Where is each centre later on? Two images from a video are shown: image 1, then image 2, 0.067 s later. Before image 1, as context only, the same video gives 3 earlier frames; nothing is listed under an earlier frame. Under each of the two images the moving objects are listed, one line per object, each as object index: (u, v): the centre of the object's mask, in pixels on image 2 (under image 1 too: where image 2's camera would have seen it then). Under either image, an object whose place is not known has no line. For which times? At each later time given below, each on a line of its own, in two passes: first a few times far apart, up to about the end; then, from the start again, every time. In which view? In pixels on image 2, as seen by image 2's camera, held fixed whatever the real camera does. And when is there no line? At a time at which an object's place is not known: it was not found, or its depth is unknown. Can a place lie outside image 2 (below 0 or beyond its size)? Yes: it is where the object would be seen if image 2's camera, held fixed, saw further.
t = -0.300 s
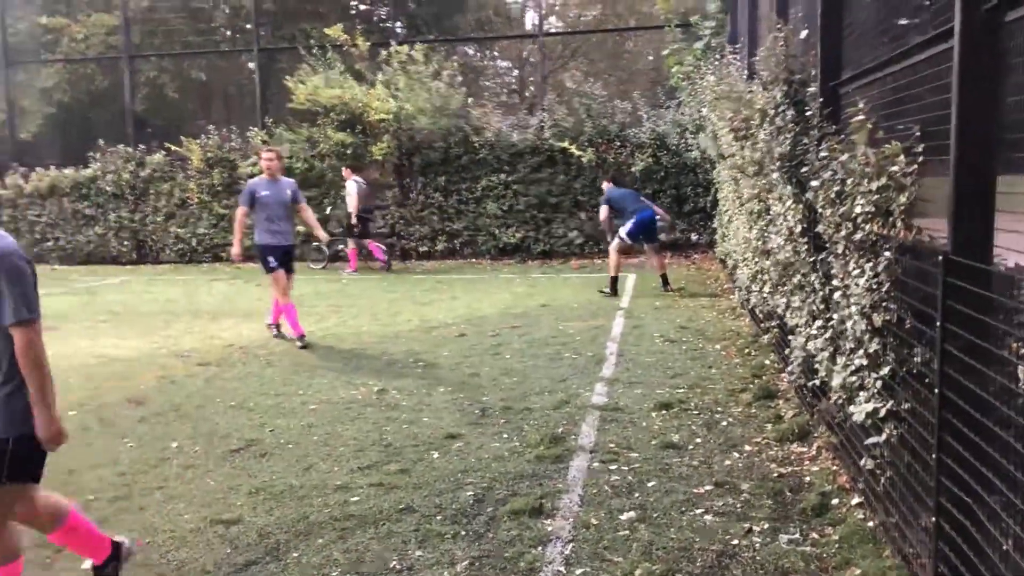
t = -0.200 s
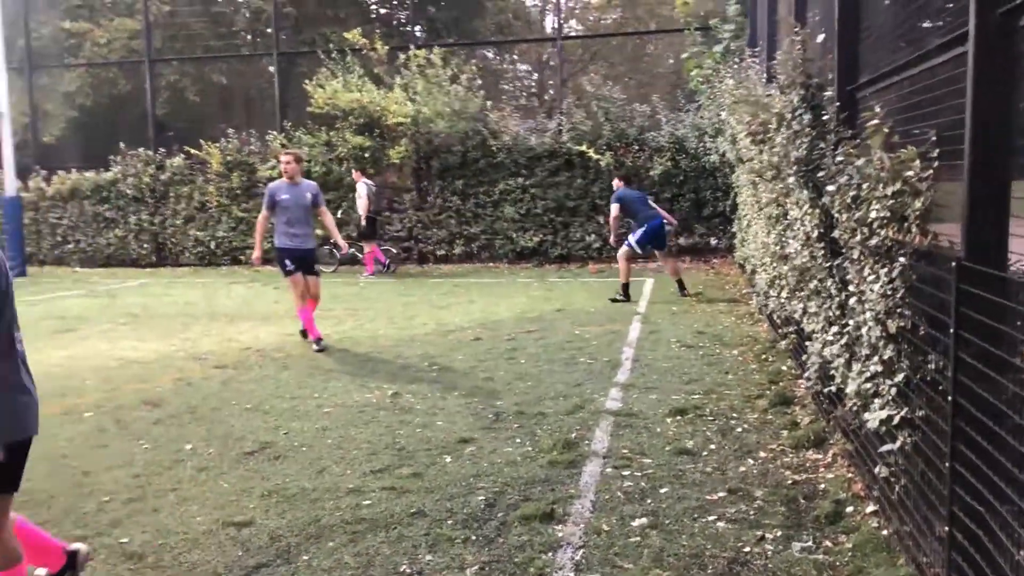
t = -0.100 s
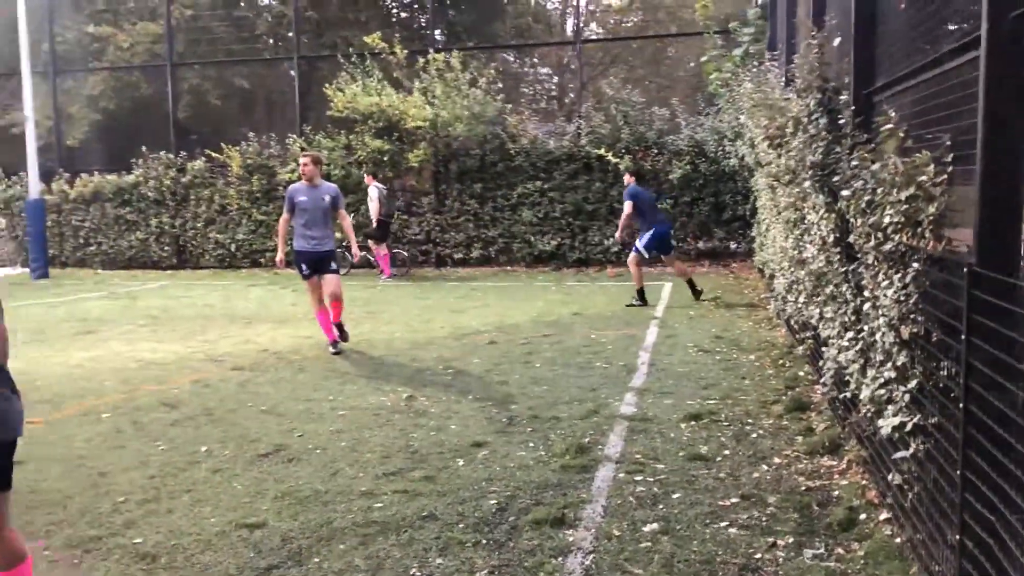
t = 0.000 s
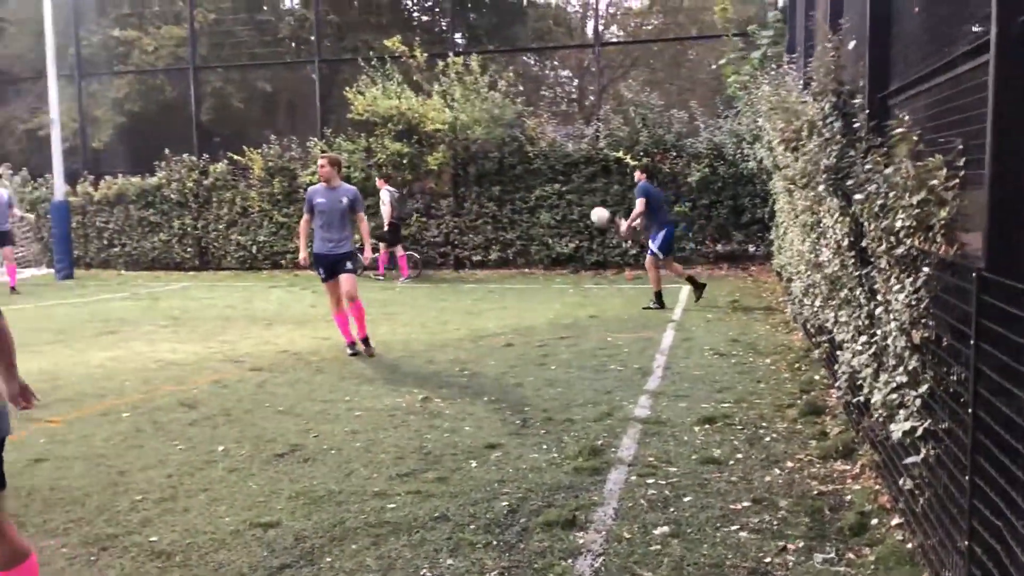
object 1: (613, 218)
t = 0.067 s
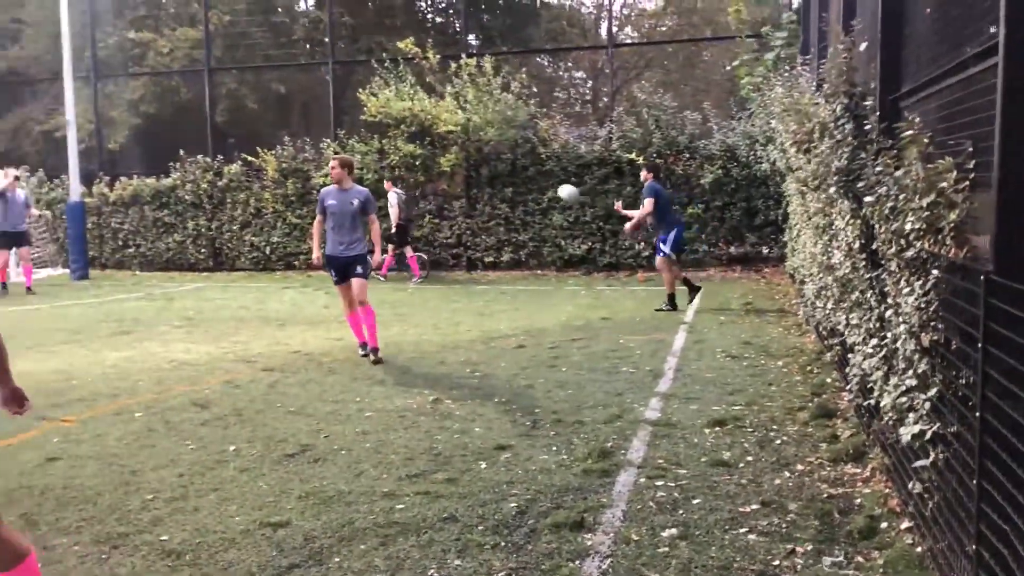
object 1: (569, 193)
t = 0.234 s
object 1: (462, 148)
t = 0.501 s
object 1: (310, 122)
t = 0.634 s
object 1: (243, 131)
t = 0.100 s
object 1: (546, 181)
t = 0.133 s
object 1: (524, 172)
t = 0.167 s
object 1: (503, 162)
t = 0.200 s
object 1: (483, 154)
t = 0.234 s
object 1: (462, 148)
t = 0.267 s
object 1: (442, 141)
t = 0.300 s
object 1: (421, 135)
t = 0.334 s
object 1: (402, 131)
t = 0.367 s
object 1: (383, 127)
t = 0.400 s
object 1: (364, 124)
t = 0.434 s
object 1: (346, 123)
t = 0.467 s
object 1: (327, 121)
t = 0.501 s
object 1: (310, 122)
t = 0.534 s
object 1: (293, 123)
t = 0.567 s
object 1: (276, 125)
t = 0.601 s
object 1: (259, 127)
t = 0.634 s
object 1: (243, 131)
